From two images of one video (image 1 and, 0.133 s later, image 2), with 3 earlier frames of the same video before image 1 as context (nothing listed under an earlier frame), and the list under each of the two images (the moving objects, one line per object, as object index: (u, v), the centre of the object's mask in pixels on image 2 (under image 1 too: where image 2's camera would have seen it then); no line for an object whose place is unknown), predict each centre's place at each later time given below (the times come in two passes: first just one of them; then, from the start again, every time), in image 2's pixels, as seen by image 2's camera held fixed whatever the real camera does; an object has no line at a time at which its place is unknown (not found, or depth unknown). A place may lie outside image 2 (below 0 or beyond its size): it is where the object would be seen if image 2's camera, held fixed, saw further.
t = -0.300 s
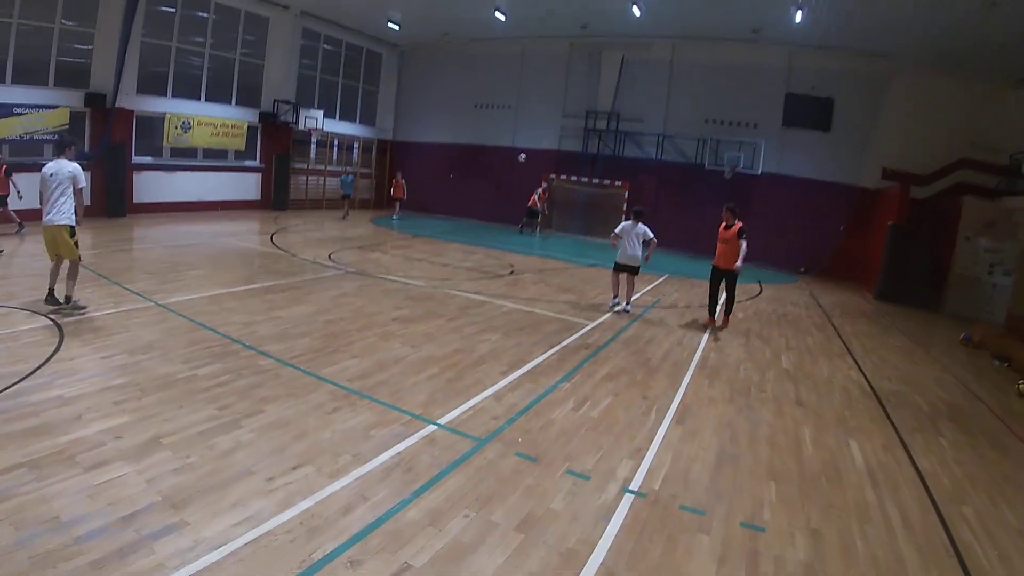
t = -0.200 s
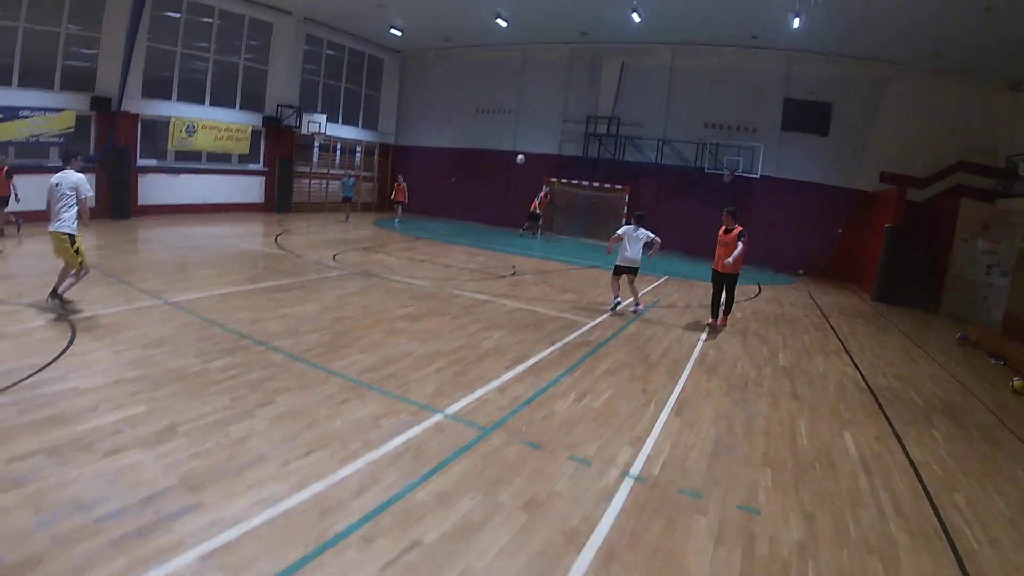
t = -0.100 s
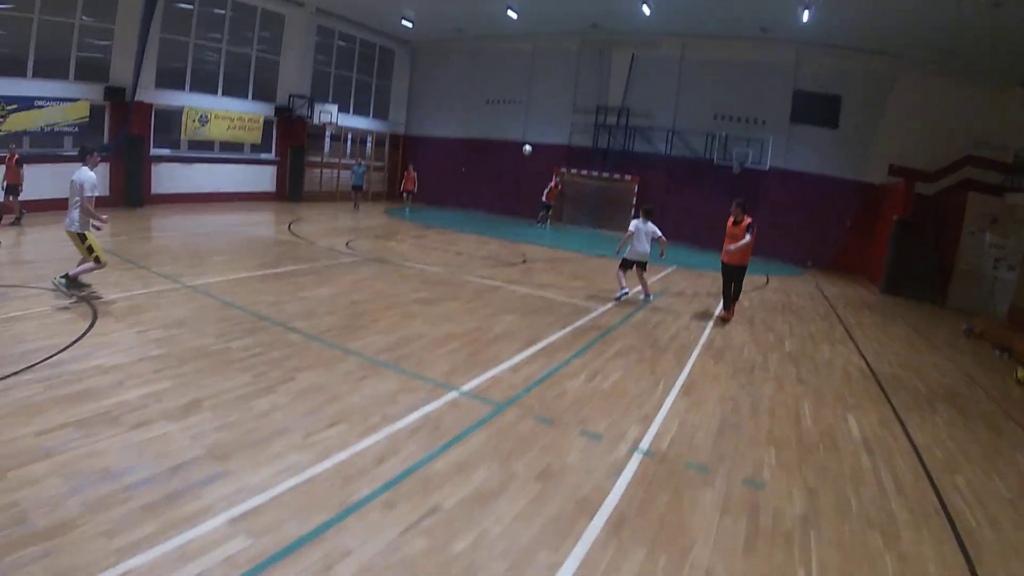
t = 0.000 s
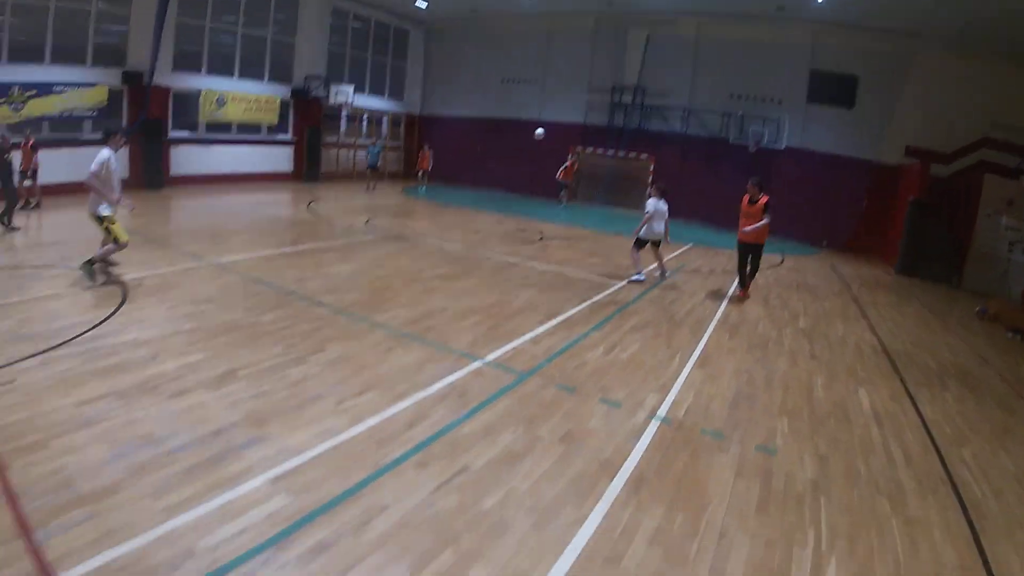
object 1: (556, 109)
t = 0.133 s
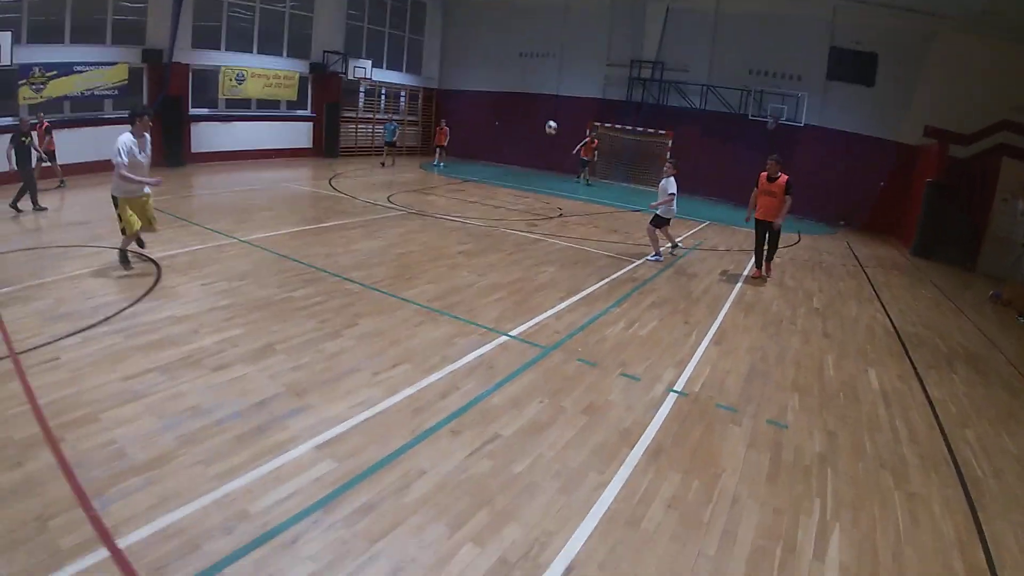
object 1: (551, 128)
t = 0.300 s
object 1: (541, 174)
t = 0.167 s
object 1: (549, 135)
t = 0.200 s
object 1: (548, 143)
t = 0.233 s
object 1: (545, 153)
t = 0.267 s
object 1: (543, 163)
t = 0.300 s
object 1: (541, 174)
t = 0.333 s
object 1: (539, 186)
